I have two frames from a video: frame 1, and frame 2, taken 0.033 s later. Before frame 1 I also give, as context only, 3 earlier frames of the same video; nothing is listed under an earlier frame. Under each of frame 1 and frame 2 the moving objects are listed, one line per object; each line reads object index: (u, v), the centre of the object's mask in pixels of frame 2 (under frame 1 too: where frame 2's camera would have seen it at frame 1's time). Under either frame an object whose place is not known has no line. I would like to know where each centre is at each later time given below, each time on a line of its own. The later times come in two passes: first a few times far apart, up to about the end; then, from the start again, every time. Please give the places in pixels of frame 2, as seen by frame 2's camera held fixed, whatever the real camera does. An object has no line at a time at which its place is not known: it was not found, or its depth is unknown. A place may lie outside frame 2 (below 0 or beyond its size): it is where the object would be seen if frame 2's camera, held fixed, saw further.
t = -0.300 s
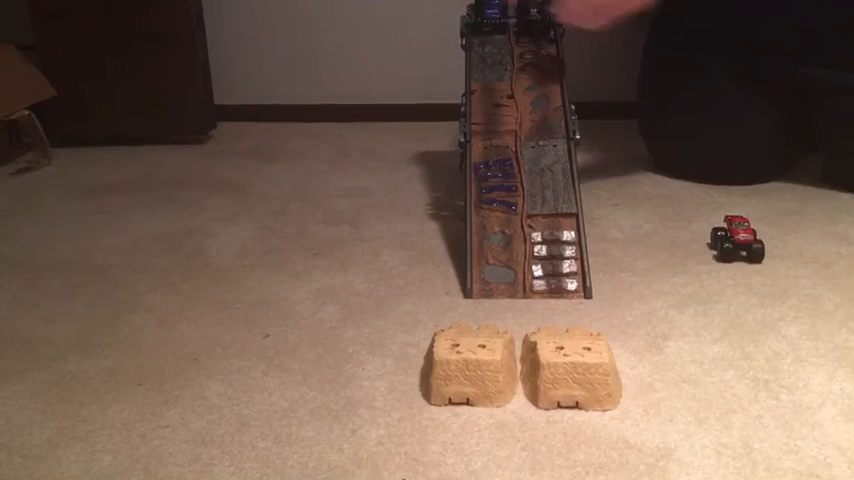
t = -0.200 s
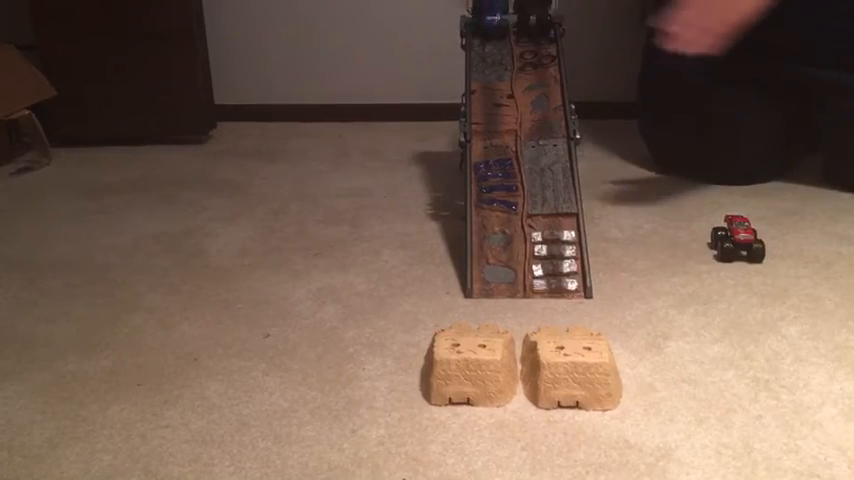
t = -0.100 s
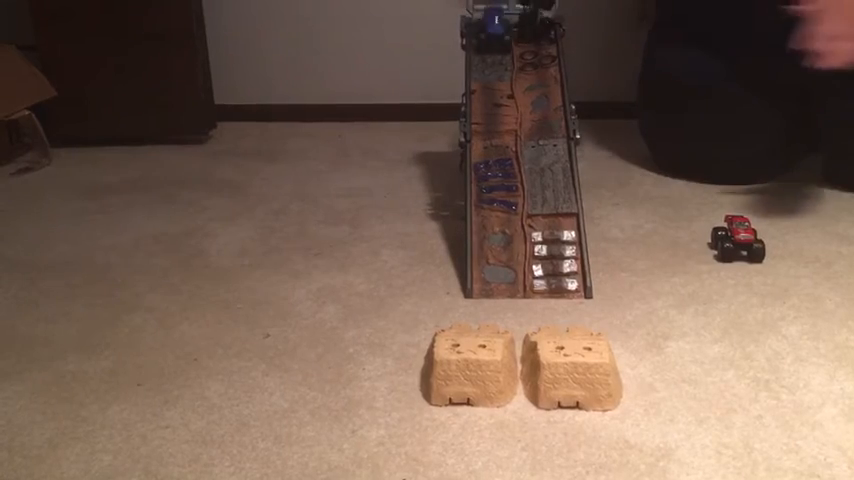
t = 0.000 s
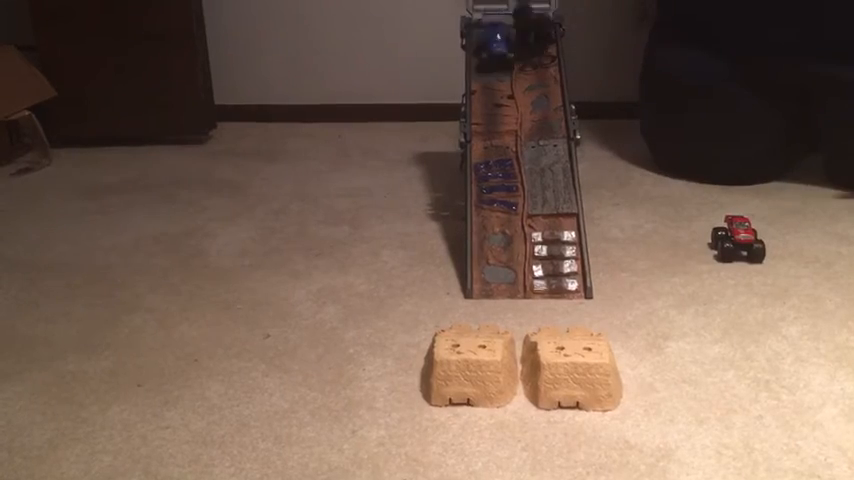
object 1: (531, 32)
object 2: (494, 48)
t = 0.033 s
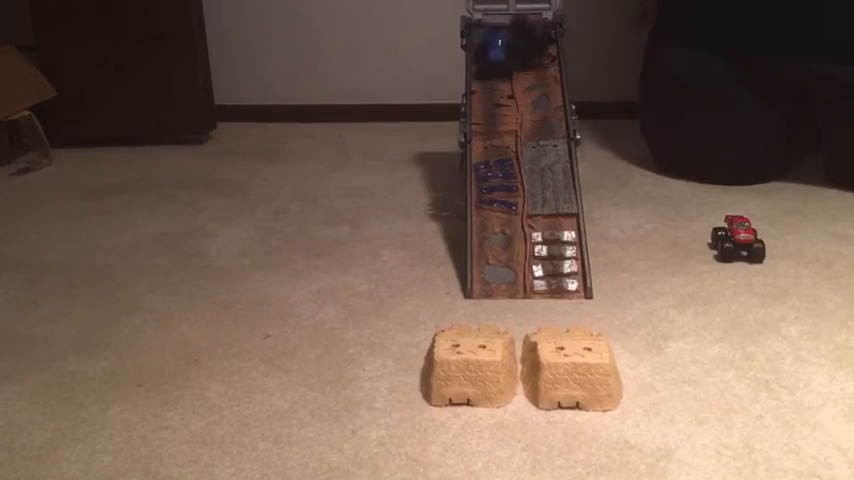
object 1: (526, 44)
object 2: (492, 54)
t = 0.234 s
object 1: (538, 115)
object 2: (489, 107)
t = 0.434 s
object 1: (545, 222)
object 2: (495, 205)
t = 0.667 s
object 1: (545, 305)
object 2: (479, 310)
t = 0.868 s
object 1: (532, 308)
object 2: (478, 317)
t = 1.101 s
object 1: (527, 310)
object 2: (463, 313)
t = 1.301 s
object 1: (522, 308)
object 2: (454, 310)
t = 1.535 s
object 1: (522, 308)
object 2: (457, 313)
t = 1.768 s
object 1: (522, 308)
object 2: (456, 312)
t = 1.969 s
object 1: (522, 308)
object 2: (457, 312)
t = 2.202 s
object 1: (522, 308)
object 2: (457, 312)
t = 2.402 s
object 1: (522, 308)
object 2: (457, 312)
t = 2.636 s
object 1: (522, 308)
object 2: (457, 312)
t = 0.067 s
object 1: (525, 55)
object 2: (490, 62)
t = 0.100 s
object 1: (528, 61)
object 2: (489, 64)
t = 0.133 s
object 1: (528, 75)
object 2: (487, 78)
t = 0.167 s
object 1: (530, 89)
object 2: (488, 86)
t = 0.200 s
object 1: (534, 100)
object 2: (489, 95)
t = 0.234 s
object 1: (538, 115)
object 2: (489, 107)
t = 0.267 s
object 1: (541, 128)
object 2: (488, 120)
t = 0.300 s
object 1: (540, 143)
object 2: (488, 135)
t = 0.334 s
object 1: (541, 159)
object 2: (489, 151)
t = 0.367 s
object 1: (545, 172)
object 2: (492, 166)
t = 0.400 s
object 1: (550, 202)
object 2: (495, 188)
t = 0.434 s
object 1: (545, 222)
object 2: (495, 205)
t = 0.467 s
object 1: (542, 242)
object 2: (495, 229)
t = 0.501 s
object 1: (545, 263)
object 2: (493, 256)
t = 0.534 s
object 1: (548, 275)
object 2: (491, 277)
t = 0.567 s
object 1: (547, 288)
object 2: (490, 290)
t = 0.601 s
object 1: (546, 297)
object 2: (485, 295)
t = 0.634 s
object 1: (548, 307)
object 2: (483, 300)
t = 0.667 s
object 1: (545, 305)
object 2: (479, 310)
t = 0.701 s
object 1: (541, 304)
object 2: (478, 314)
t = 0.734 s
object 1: (537, 305)
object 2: (478, 314)
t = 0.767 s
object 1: (531, 310)
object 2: (478, 317)
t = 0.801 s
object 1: (530, 312)
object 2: (479, 317)
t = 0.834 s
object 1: (530, 312)
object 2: (479, 317)
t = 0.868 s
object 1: (532, 308)
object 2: (478, 317)
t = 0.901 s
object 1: (530, 313)
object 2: (478, 317)
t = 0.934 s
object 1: (528, 317)
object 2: (478, 317)
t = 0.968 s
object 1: (534, 315)
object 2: (476, 317)
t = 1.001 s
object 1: (531, 313)
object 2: (472, 316)
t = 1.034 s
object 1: (530, 312)
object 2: (468, 315)
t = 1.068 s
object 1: (528, 311)
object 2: (465, 314)
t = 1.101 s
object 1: (527, 310)
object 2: (463, 313)
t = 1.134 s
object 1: (526, 309)
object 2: (462, 312)
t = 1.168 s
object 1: (524, 308)
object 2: (459, 312)
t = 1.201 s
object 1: (523, 307)
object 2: (457, 313)
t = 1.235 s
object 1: (522, 307)
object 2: (456, 313)
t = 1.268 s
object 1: (522, 308)
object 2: (454, 311)
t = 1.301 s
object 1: (522, 308)
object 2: (454, 310)
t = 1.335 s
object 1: (522, 308)
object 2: (454, 310)
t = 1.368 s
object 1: (522, 308)
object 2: (454, 310)
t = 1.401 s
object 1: (522, 308)
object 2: (454, 311)
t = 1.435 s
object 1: (522, 308)
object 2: (455, 311)
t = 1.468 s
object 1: (522, 308)
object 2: (456, 312)
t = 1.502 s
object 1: (522, 308)
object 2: (456, 312)
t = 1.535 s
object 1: (522, 308)
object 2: (457, 313)
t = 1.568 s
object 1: (522, 308)
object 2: (457, 313)
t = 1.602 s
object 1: (522, 308)
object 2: (457, 312)
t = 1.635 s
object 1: (522, 308)
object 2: (456, 312)
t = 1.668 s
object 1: (522, 308)
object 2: (456, 312)
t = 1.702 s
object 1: (522, 308)
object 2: (456, 312)
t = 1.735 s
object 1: (522, 308)
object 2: (456, 312)
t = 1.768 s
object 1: (522, 308)
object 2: (456, 312)
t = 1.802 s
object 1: (522, 308)
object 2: (456, 312)
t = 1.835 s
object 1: (522, 308)
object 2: (457, 312)
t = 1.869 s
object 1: (522, 308)
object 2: (457, 312)
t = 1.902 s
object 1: (522, 308)
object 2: (457, 312)
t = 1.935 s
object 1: (522, 308)
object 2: (457, 312)
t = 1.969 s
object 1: (522, 308)
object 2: (457, 312)
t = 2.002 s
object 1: (522, 308)
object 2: (457, 312)
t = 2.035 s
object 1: (522, 308)
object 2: (457, 312)
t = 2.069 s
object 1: (522, 308)
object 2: (457, 312)
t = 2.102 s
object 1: (522, 308)
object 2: (457, 312)
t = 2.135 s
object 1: (522, 308)
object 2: (457, 312)
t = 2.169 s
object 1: (522, 308)
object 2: (457, 312)
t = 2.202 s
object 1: (522, 308)
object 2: (457, 312)
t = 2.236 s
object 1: (522, 308)
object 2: (457, 312)
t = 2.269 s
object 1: (522, 308)
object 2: (457, 312)
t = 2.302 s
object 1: (522, 308)
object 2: (457, 312)
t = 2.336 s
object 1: (522, 308)
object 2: (457, 312)
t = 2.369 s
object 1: (522, 308)
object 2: (457, 312)
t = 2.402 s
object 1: (522, 308)
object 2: (457, 312)
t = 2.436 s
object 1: (522, 308)
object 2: (457, 312)
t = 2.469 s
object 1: (522, 308)
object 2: (457, 312)
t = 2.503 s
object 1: (522, 308)
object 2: (457, 312)
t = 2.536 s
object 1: (522, 308)
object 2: (457, 312)
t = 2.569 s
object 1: (522, 308)
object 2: (457, 312)
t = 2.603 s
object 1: (522, 308)
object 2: (457, 312)
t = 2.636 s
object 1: (522, 308)
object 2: (457, 312)
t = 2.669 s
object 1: (522, 308)
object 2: (457, 312)
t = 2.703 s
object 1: (522, 308)
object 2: (456, 311)
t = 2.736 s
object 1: (522, 308)
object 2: (456, 311)
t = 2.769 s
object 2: (456, 311)
